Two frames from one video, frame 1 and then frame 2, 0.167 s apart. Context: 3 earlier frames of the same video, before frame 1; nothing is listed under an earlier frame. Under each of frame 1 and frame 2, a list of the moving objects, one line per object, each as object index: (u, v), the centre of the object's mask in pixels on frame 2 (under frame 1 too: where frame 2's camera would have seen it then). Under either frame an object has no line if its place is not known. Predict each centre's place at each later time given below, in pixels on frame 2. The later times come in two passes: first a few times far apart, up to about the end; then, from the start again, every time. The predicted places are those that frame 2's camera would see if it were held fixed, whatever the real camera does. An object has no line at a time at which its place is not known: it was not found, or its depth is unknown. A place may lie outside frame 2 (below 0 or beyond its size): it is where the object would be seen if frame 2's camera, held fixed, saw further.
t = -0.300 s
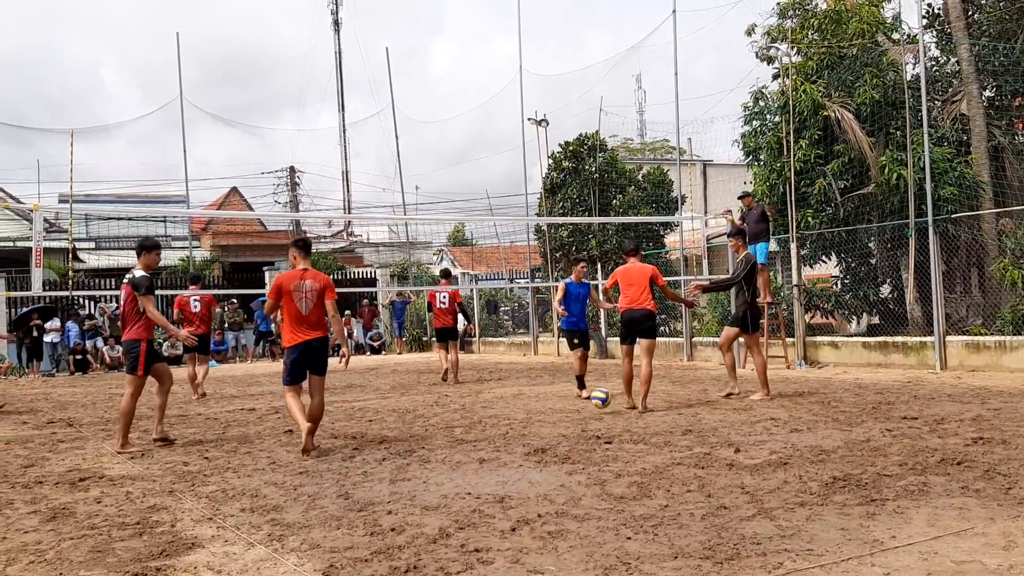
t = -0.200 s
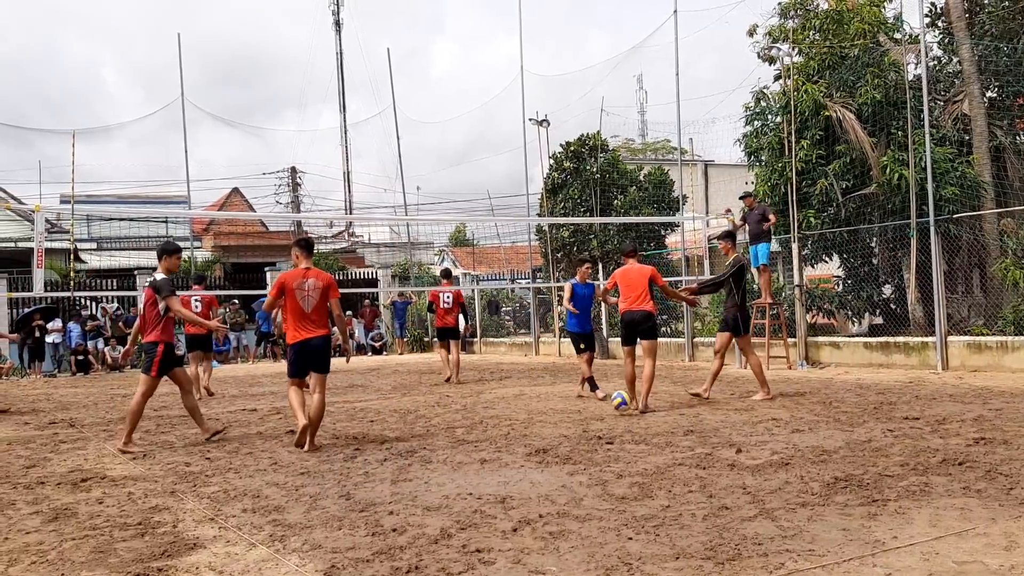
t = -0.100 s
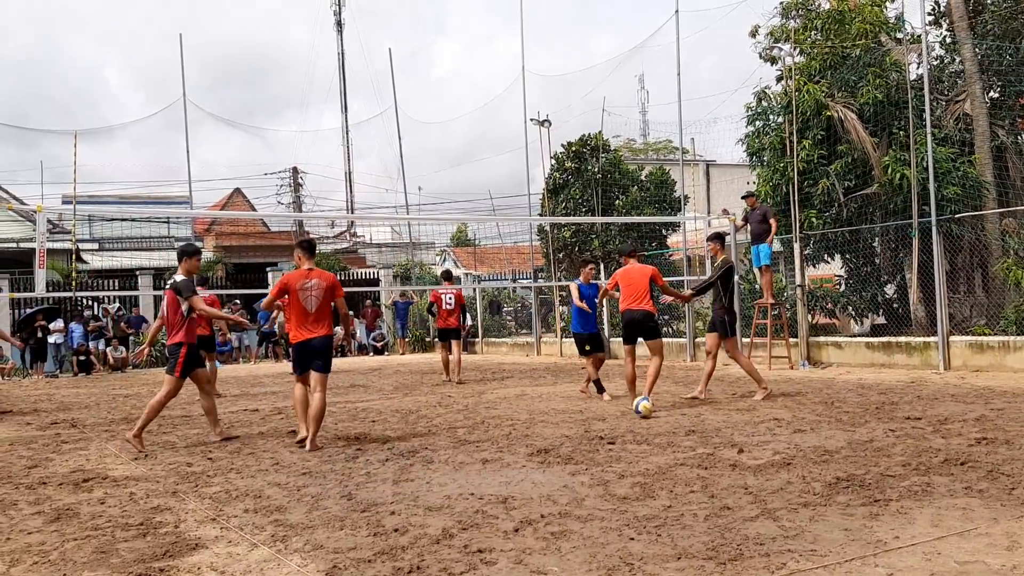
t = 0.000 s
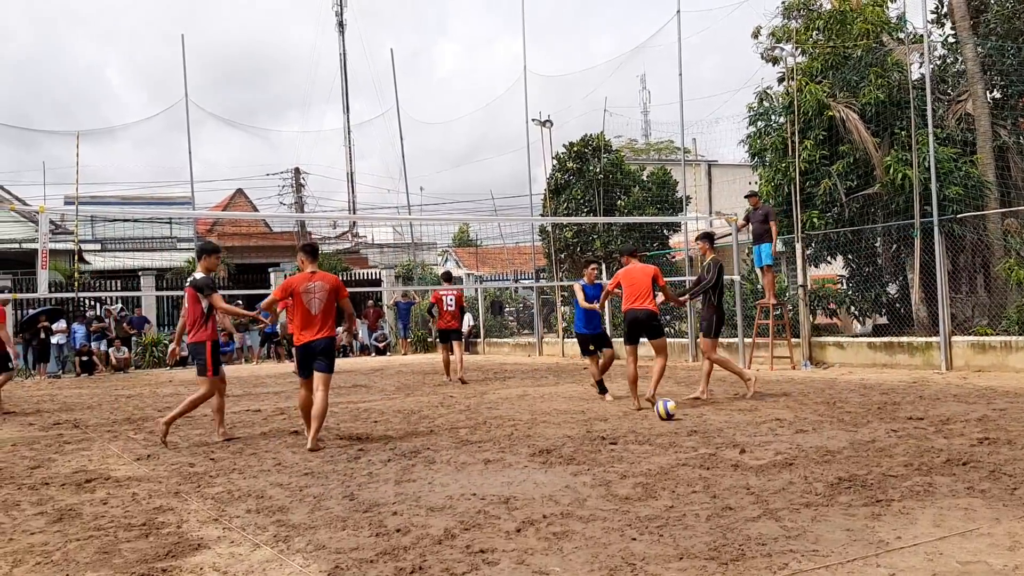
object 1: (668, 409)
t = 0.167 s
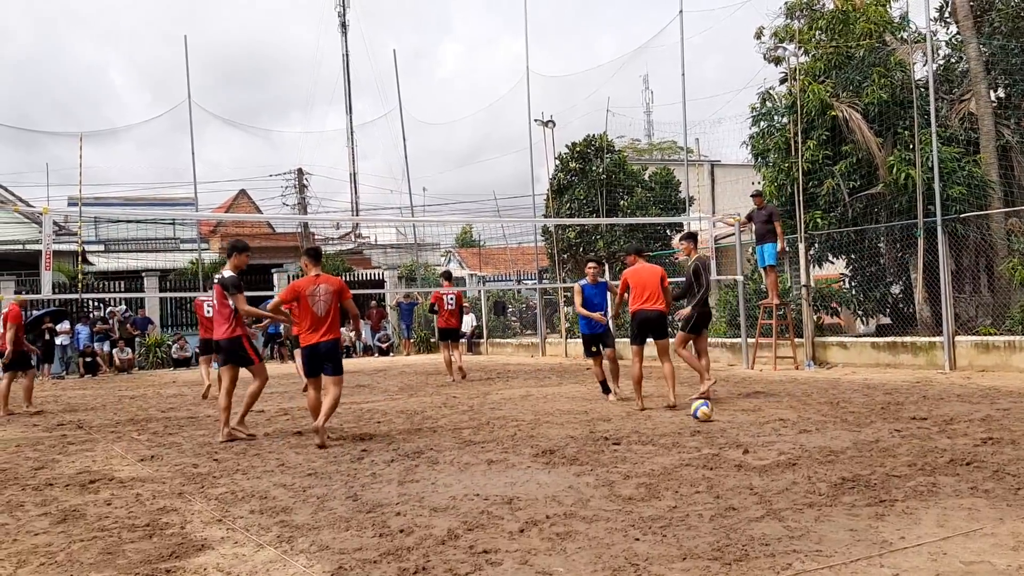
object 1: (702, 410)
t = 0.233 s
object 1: (714, 409)
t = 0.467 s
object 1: (760, 415)
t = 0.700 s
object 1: (805, 416)
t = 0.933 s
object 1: (843, 416)
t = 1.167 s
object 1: (874, 418)
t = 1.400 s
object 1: (900, 420)
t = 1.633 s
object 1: (922, 421)
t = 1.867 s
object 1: (938, 422)
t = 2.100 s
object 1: (952, 423)
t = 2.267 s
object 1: (963, 424)
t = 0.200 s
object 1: (708, 409)
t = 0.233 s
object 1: (714, 409)
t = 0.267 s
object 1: (721, 410)
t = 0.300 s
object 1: (728, 412)
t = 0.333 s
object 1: (734, 412)
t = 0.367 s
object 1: (741, 411)
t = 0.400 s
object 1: (747, 412)
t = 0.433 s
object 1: (754, 413)
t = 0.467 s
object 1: (760, 415)
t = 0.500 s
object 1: (767, 414)
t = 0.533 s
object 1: (773, 413)
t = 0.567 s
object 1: (780, 414)
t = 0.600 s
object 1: (786, 413)
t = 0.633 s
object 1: (791, 414)
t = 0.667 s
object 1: (798, 415)
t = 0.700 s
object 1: (805, 416)
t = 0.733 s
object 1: (810, 415)
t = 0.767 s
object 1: (816, 414)
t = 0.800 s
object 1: (821, 415)
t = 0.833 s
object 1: (827, 416)
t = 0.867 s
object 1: (833, 416)
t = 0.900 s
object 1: (838, 415)
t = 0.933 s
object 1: (843, 416)
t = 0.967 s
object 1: (848, 417)
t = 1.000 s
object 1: (852, 416)
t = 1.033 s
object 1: (856, 416)
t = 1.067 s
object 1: (861, 417)
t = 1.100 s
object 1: (865, 418)
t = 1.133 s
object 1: (869, 418)
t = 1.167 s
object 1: (874, 418)
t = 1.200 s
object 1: (877, 418)
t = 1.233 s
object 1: (882, 418)
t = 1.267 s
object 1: (886, 418)
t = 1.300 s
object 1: (889, 418)
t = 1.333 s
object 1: (893, 418)
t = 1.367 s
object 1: (897, 419)
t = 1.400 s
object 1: (900, 420)
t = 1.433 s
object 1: (903, 419)
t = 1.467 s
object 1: (906, 419)
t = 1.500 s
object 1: (910, 419)
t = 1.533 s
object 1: (913, 419)
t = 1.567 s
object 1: (916, 420)
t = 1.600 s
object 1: (919, 420)
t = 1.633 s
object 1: (922, 421)
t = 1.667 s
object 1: (924, 421)
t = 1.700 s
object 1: (927, 421)
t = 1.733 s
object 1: (930, 421)
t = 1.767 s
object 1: (932, 421)
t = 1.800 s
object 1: (934, 421)
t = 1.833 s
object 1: (936, 422)
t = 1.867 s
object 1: (938, 422)
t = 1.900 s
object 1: (940, 422)
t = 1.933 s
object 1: (942, 422)
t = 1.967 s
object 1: (944, 422)
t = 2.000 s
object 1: (946, 422)
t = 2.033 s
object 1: (948, 423)
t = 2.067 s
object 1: (950, 423)
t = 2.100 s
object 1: (952, 423)
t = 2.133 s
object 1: (954, 423)
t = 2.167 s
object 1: (957, 423)
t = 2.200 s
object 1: (959, 423)
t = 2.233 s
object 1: (961, 424)
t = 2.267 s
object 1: (963, 424)
